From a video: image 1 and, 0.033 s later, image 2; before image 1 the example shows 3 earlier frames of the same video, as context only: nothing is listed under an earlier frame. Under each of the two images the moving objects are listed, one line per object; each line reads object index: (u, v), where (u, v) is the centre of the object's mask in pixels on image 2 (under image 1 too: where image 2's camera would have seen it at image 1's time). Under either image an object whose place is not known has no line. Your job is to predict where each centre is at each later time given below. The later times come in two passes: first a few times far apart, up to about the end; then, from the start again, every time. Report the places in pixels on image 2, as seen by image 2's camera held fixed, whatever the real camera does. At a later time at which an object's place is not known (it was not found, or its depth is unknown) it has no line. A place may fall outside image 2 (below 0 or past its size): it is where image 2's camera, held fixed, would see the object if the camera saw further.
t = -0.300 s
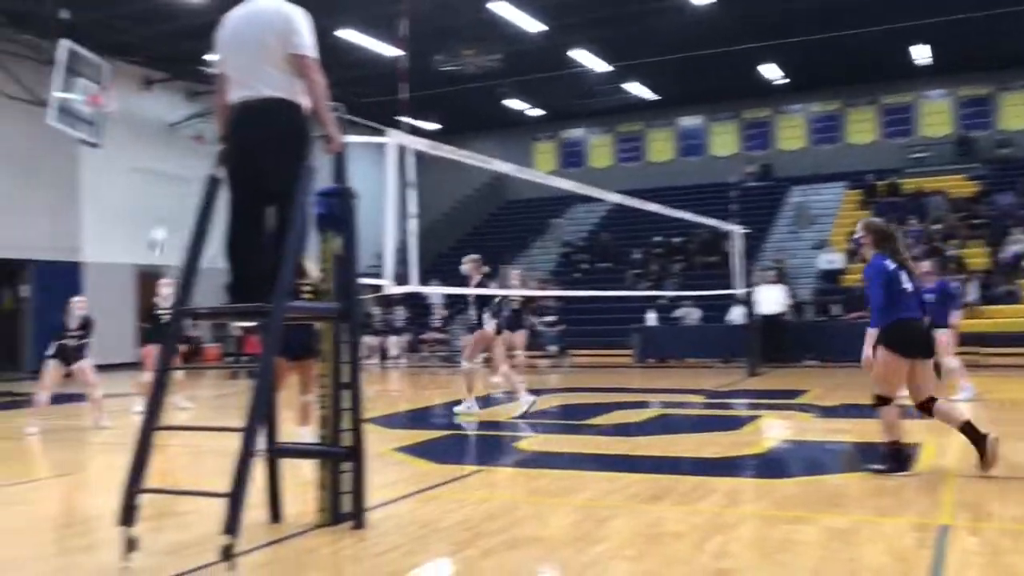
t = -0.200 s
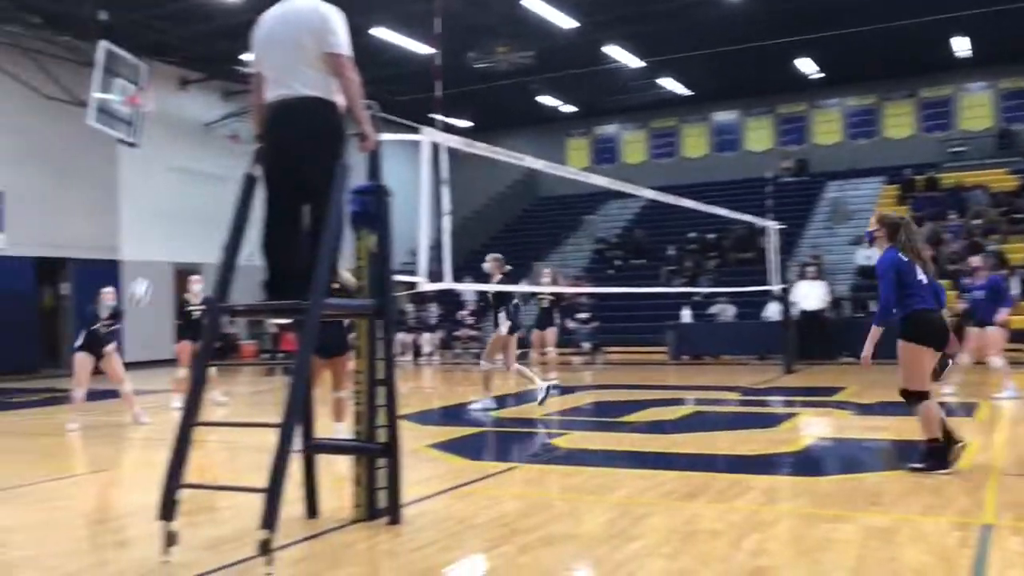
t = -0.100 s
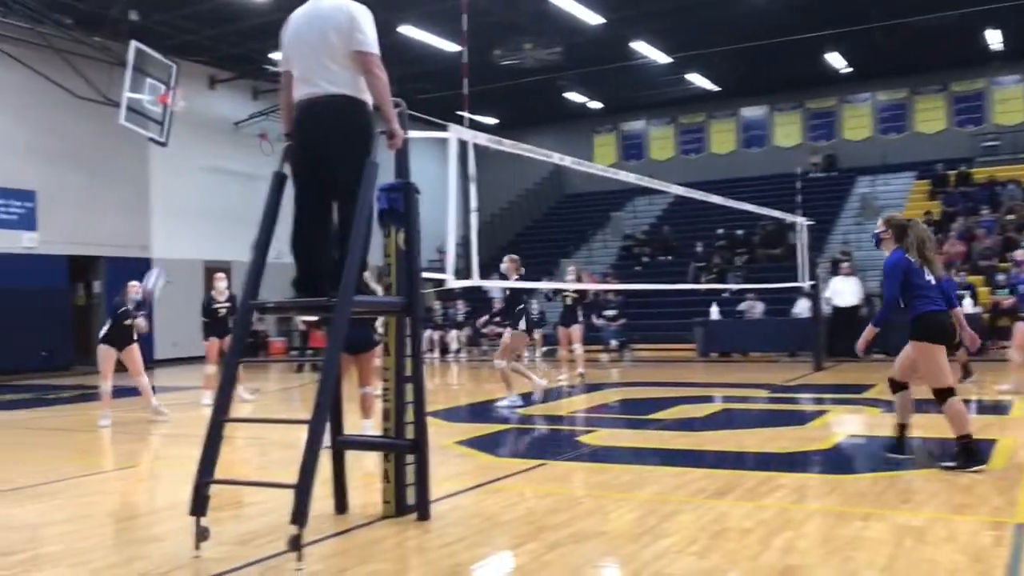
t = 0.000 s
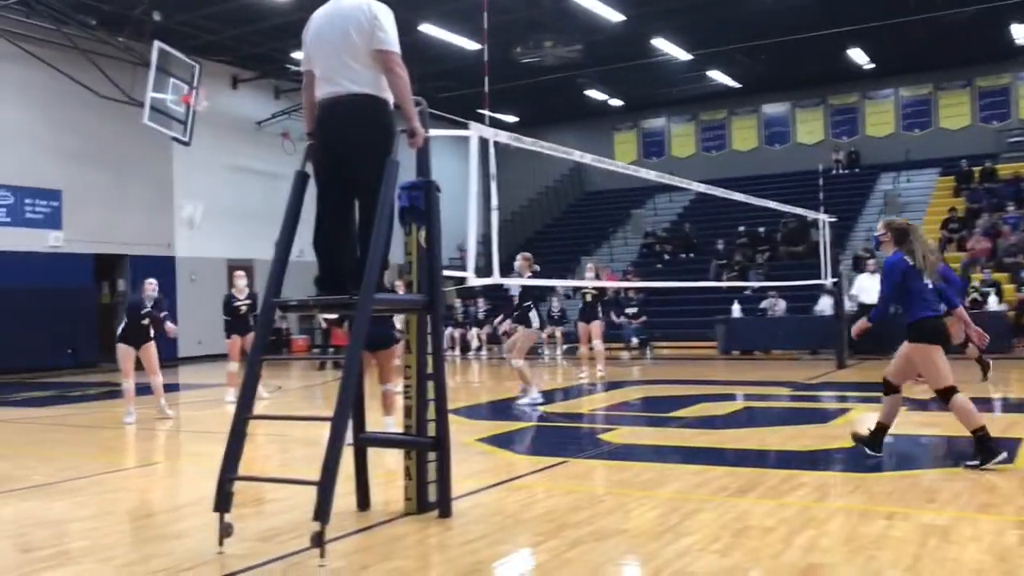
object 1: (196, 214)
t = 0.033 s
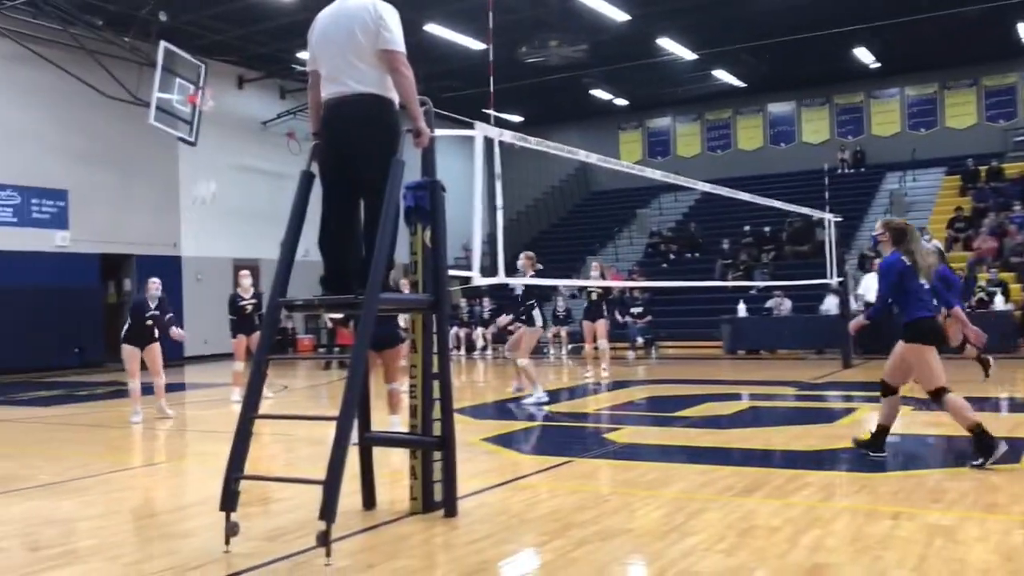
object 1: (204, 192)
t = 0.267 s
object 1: (245, 84)
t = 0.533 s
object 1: (288, 22)
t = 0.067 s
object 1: (210, 171)
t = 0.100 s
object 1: (217, 155)
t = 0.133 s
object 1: (222, 140)
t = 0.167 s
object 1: (228, 124)
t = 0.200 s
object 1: (233, 110)
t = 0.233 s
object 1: (239, 98)
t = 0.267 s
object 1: (245, 84)
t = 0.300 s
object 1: (250, 73)
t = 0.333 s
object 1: (255, 64)
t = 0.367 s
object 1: (261, 54)
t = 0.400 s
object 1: (267, 45)
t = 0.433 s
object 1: (272, 38)
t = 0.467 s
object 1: (278, 31)
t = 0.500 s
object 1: (283, 26)
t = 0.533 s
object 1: (288, 22)
